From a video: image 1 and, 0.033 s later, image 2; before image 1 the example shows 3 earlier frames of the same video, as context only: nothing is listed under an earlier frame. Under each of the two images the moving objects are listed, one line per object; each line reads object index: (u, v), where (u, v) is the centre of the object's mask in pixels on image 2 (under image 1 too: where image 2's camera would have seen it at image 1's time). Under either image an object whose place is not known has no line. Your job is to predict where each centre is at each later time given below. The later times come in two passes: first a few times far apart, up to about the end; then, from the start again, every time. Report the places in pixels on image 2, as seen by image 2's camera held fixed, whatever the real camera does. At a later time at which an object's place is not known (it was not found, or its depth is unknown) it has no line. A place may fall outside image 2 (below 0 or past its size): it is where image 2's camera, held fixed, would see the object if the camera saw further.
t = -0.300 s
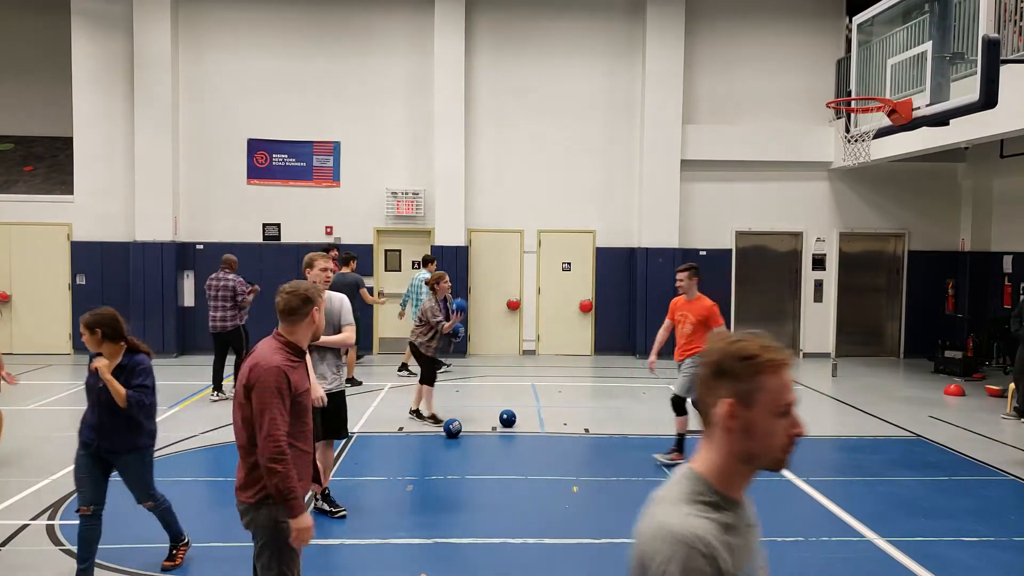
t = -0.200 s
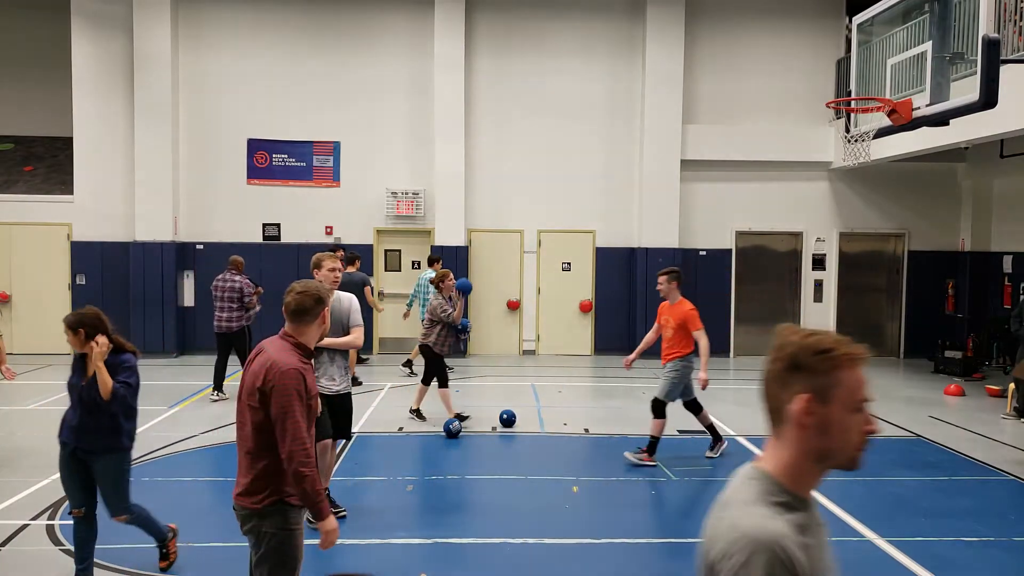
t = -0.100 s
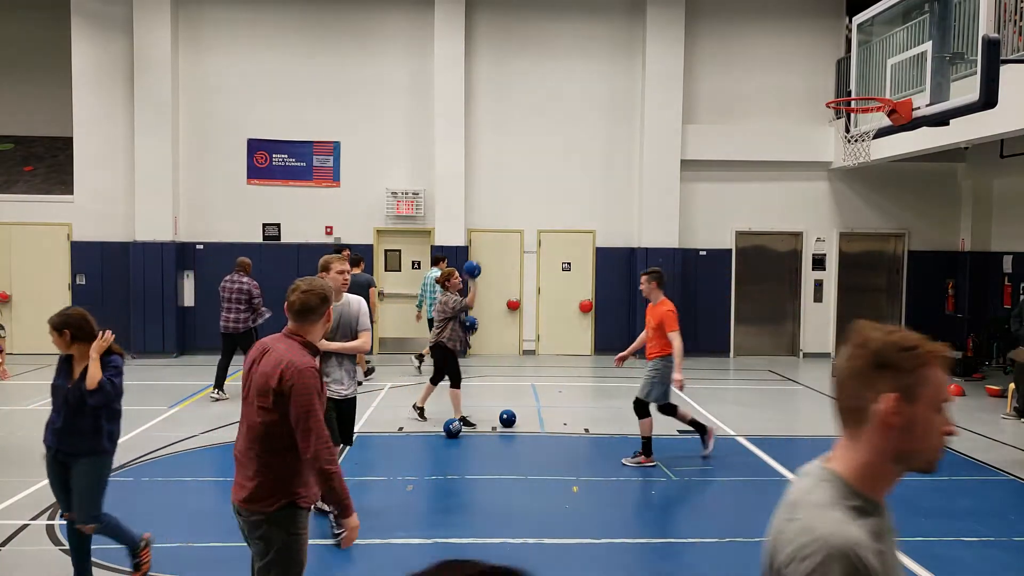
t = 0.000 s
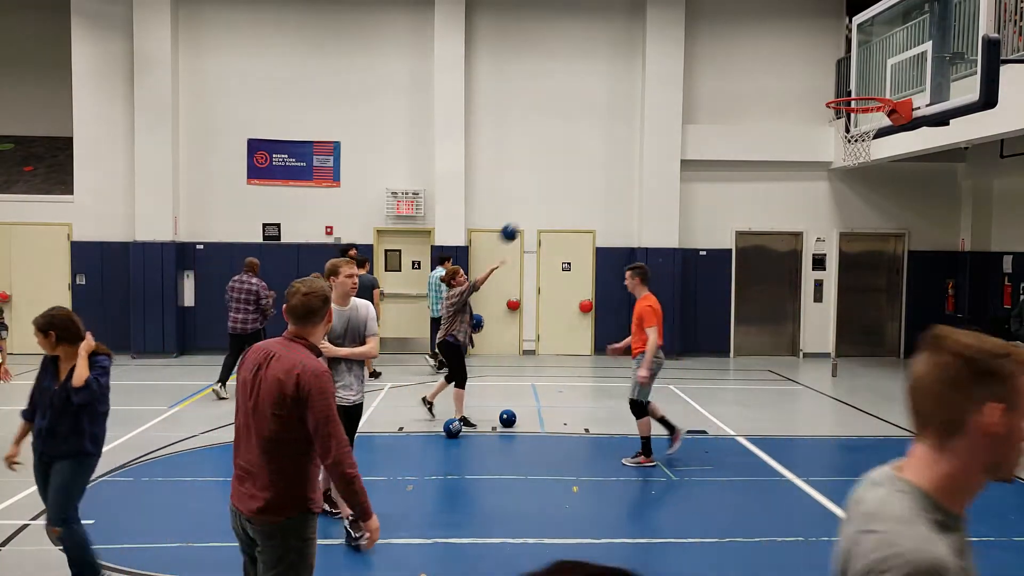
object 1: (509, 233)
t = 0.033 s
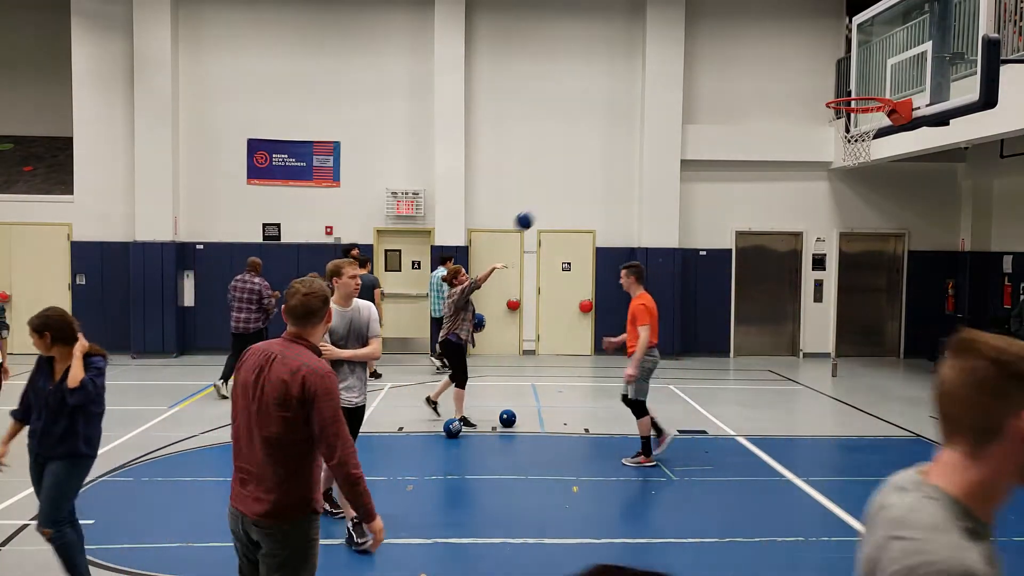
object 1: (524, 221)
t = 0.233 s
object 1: (618, 169)
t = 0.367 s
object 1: (683, 154)
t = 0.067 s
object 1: (539, 210)
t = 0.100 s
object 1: (554, 200)
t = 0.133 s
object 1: (570, 191)
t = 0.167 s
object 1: (586, 183)
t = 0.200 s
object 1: (602, 175)
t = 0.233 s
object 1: (618, 169)
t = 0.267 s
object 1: (634, 164)
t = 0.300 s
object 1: (650, 159)
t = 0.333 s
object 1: (666, 156)
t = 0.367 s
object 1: (683, 154)
